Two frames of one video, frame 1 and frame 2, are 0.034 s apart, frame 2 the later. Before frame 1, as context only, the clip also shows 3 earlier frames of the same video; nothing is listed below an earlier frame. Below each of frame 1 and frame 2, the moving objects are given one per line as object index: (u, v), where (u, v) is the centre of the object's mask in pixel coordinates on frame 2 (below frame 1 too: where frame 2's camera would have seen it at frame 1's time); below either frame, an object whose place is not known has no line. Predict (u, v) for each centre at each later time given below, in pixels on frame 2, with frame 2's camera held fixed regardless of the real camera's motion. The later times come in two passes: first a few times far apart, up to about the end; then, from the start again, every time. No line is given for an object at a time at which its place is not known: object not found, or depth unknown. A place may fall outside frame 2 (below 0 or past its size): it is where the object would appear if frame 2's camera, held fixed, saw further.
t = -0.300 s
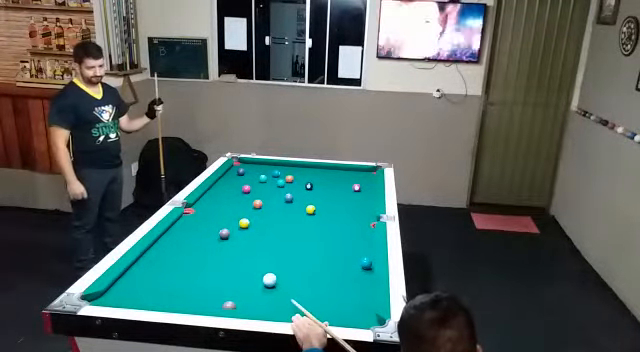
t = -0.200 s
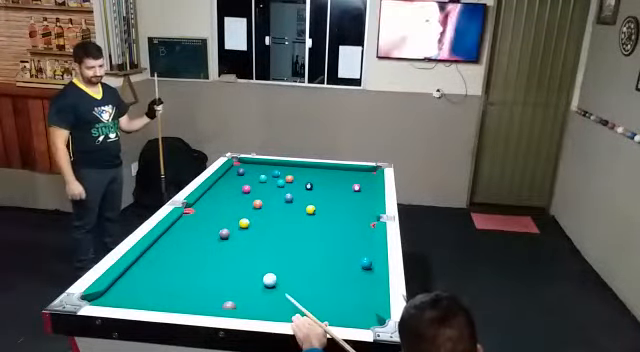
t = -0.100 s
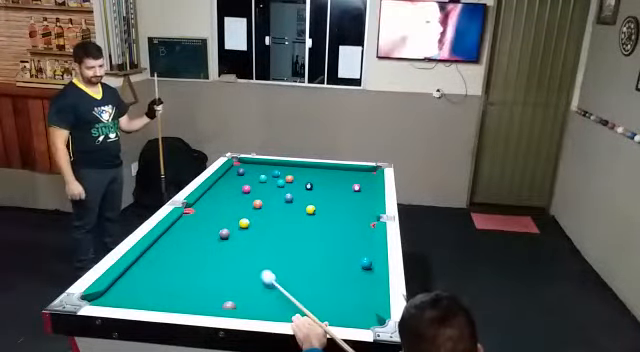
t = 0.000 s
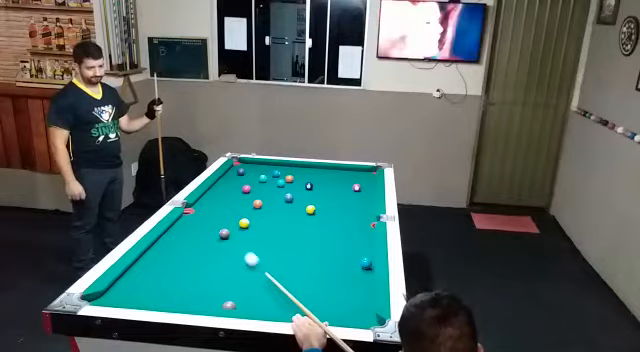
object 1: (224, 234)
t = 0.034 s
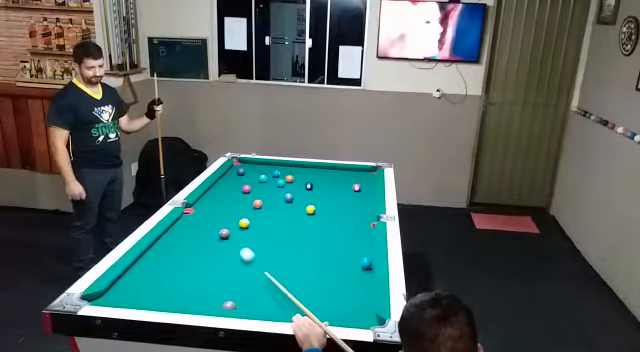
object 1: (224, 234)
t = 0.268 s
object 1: (210, 224)
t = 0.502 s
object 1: (189, 209)
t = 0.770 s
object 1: (203, 210)
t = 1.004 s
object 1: (217, 214)
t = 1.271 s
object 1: (234, 218)
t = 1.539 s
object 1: (243, 218)
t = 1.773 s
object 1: (249, 218)
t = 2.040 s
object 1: (254, 219)
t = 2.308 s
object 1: (257, 219)
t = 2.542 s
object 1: (258, 219)
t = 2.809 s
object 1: (258, 219)
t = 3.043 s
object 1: (258, 219)
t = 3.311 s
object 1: (258, 219)
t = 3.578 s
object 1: (258, 218)
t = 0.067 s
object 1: (224, 234)
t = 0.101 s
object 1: (224, 234)
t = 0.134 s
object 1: (224, 234)
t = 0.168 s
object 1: (223, 233)
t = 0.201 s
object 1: (219, 230)
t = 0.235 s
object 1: (215, 227)
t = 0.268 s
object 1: (210, 224)
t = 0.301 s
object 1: (206, 222)
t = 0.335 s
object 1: (203, 219)
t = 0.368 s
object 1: (199, 217)
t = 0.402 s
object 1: (196, 215)
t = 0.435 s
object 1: (192, 212)
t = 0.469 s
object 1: (189, 211)
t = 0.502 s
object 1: (189, 209)
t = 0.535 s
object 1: (191, 206)
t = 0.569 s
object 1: (191, 205)
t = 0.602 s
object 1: (192, 205)
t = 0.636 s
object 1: (195, 207)
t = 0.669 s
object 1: (197, 207)
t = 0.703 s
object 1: (199, 208)
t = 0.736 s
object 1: (201, 209)
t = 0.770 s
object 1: (203, 210)
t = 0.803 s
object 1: (205, 210)
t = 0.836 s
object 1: (207, 210)
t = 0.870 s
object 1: (209, 211)
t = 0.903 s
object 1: (211, 212)
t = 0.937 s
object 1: (213, 212)
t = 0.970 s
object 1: (215, 213)
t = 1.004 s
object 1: (217, 214)
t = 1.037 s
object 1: (219, 214)
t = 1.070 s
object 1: (221, 214)
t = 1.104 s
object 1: (223, 215)
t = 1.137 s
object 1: (225, 215)
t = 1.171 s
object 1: (227, 216)
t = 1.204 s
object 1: (230, 217)
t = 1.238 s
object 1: (232, 218)
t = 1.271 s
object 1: (234, 218)
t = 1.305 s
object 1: (236, 218)
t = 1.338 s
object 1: (237, 218)
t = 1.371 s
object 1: (238, 218)
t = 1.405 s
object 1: (239, 218)
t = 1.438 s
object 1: (240, 219)
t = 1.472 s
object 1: (242, 218)
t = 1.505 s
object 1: (243, 218)
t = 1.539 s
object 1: (243, 218)
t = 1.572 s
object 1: (244, 218)
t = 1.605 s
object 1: (246, 218)
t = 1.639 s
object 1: (246, 218)
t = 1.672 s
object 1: (248, 218)
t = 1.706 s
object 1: (248, 218)
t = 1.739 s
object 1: (249, 218)
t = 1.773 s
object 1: (249, 218)
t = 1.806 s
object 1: (250, 218)
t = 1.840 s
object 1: (251, 218)
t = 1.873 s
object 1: (252, 218)
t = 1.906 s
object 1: (252, 218)
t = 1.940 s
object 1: (253, 219)
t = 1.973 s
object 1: (253, 219)
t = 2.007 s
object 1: (253, 219)
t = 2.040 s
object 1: (254, 219)
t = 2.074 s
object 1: (254, 219)
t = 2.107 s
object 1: (255, 219)
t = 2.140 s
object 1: (255, 219)
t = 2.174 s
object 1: (256, 219)
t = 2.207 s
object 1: (256, 218)
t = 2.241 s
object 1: (257, 219)
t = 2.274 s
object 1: (257, 219)
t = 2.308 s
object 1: (257, 219)
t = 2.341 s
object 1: (257, 219)
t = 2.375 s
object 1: (257, 219)
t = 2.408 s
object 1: (258, 219)
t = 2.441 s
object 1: (258, 219)
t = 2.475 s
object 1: (258, 219)
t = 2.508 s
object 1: (258, 219)
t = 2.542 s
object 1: (258, 219)
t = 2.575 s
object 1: (258, 219)
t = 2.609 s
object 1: (258, 219)
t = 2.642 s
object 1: (258, 218)
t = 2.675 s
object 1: (258, 218)
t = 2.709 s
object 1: (258, 219)
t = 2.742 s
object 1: (258, 218)
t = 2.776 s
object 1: (258, 218)
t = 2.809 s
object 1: (258, 219)
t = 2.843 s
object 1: (258, 219)
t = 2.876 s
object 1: (258, 219)
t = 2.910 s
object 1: (258, 219)
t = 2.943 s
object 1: (258, 218)
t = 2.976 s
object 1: (258, 219)
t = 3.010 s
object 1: (258, 218)
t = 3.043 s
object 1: (258, 219)
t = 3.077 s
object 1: (258, 218)
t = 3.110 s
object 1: (258, 219)
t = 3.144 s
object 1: (258, 219)
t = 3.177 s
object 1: (258, 219)
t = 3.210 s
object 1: (258, 219)
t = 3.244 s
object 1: (258, 218)
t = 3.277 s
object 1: (258, 219)
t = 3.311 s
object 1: (258, 219)
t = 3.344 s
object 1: (258, 219)
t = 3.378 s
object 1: (258, 219)
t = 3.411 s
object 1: (258, 218)
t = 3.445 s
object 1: (258, 219)
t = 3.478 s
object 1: (258, 219)
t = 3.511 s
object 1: (258, 218)
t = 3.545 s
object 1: (258, 219)
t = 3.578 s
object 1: (258, 218)
